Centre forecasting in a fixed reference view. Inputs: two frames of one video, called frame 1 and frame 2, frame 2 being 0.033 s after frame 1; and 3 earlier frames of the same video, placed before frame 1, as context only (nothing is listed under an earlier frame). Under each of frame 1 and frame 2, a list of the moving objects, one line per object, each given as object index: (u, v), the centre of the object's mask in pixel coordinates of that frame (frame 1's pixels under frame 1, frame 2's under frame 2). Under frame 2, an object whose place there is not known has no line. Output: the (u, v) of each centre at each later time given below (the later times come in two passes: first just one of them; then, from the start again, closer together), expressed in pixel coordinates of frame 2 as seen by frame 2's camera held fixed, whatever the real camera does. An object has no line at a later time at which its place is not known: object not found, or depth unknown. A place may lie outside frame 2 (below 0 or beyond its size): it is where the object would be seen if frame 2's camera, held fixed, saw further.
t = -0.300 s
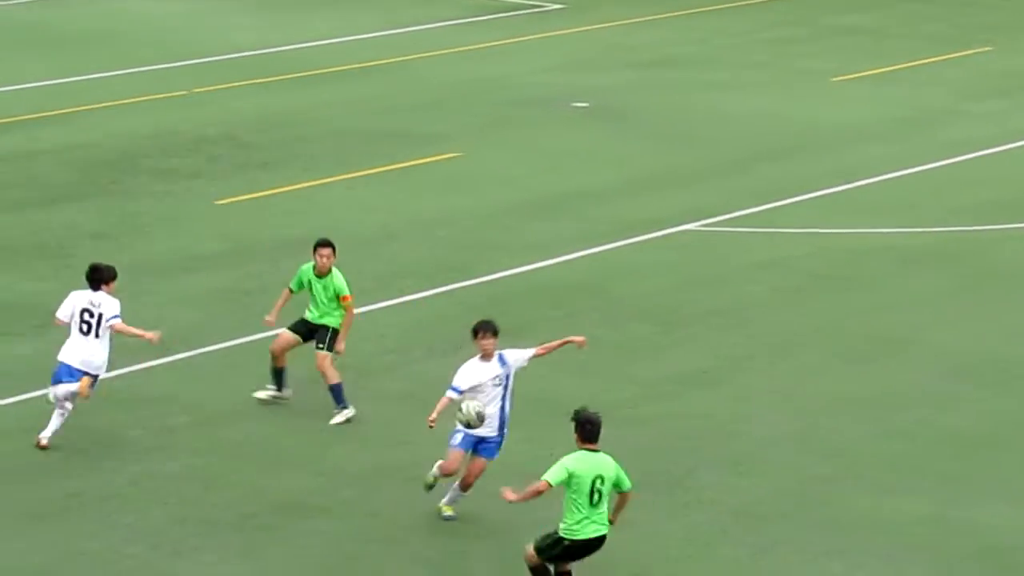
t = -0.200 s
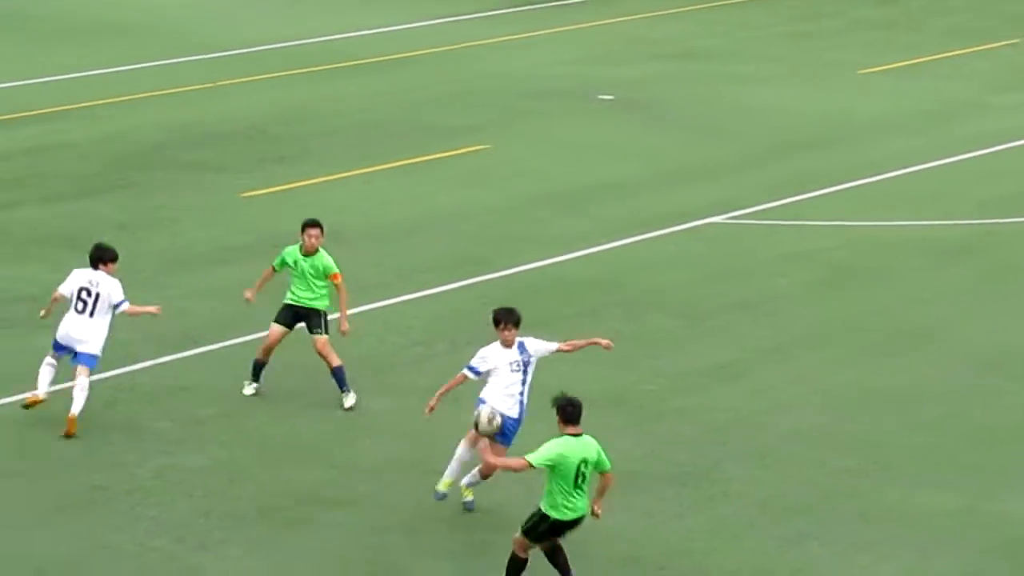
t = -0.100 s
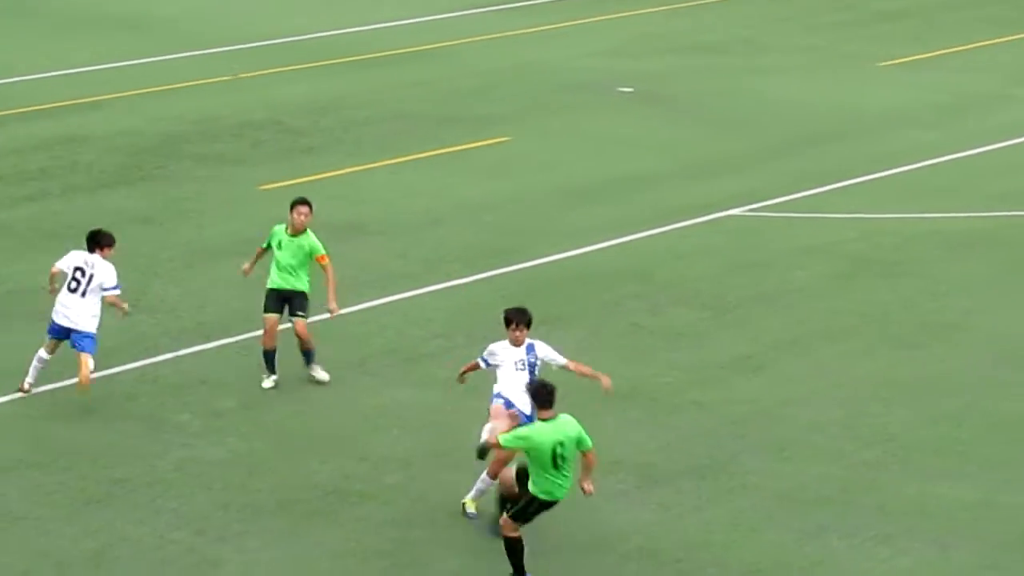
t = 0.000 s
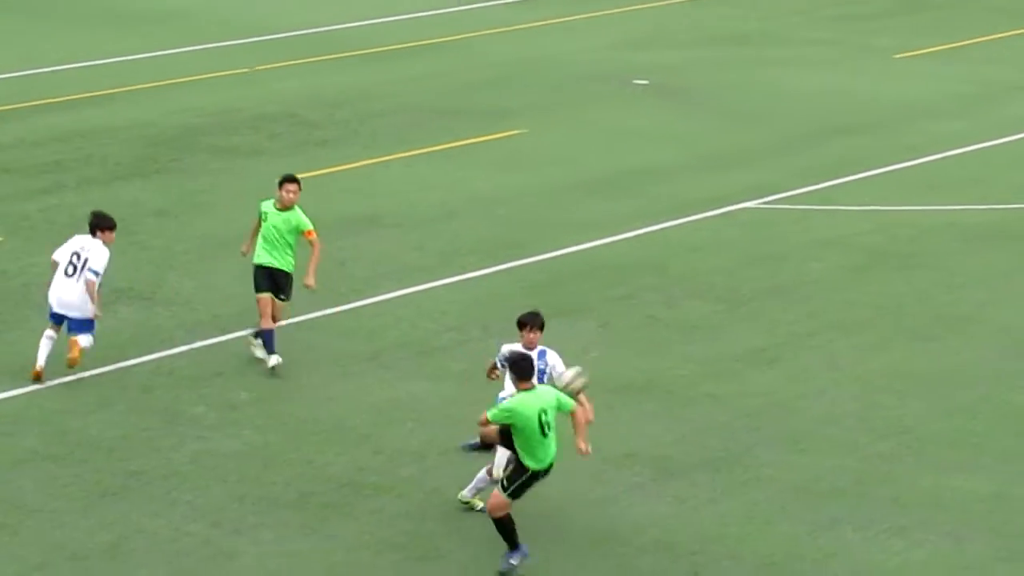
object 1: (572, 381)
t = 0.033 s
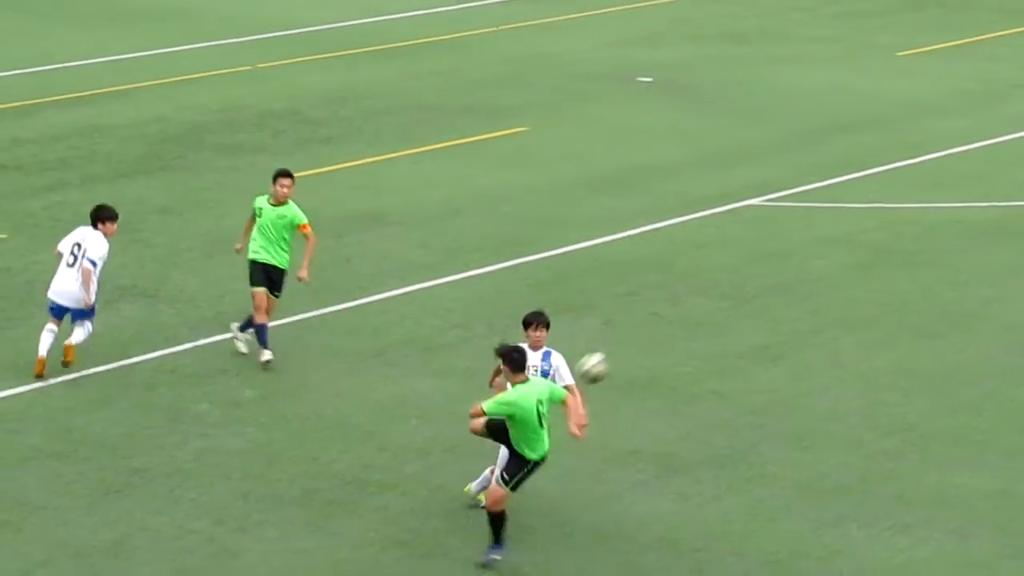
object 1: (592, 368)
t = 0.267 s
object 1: (720, 324)
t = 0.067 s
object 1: (610, 358)
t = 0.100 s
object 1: (628, 348)
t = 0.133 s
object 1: (646, 340)
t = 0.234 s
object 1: (701, 326)
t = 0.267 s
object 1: (720, 324)
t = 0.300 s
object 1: (737, 324)
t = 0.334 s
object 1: (754, 324)
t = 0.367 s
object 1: (772, 326)
